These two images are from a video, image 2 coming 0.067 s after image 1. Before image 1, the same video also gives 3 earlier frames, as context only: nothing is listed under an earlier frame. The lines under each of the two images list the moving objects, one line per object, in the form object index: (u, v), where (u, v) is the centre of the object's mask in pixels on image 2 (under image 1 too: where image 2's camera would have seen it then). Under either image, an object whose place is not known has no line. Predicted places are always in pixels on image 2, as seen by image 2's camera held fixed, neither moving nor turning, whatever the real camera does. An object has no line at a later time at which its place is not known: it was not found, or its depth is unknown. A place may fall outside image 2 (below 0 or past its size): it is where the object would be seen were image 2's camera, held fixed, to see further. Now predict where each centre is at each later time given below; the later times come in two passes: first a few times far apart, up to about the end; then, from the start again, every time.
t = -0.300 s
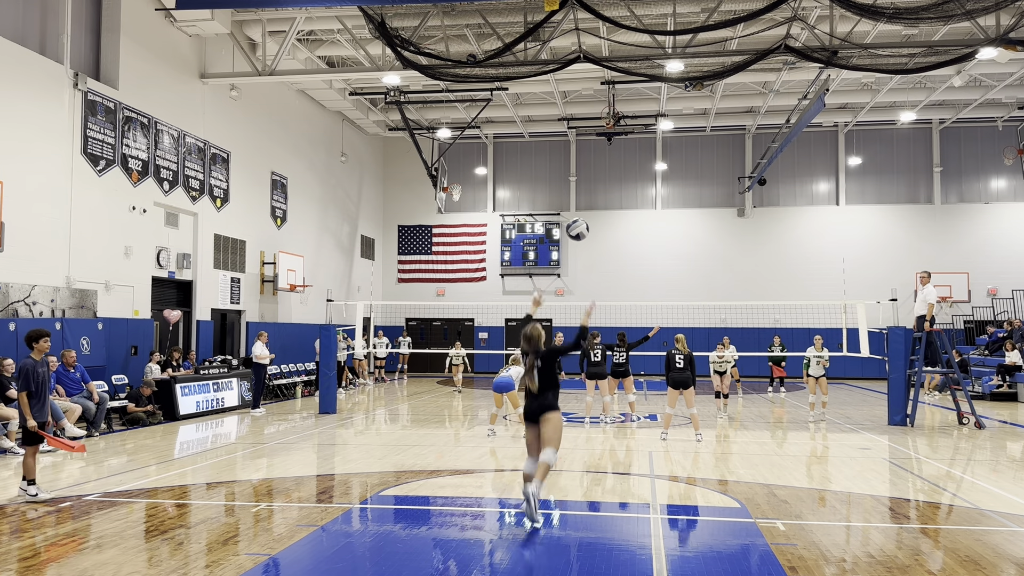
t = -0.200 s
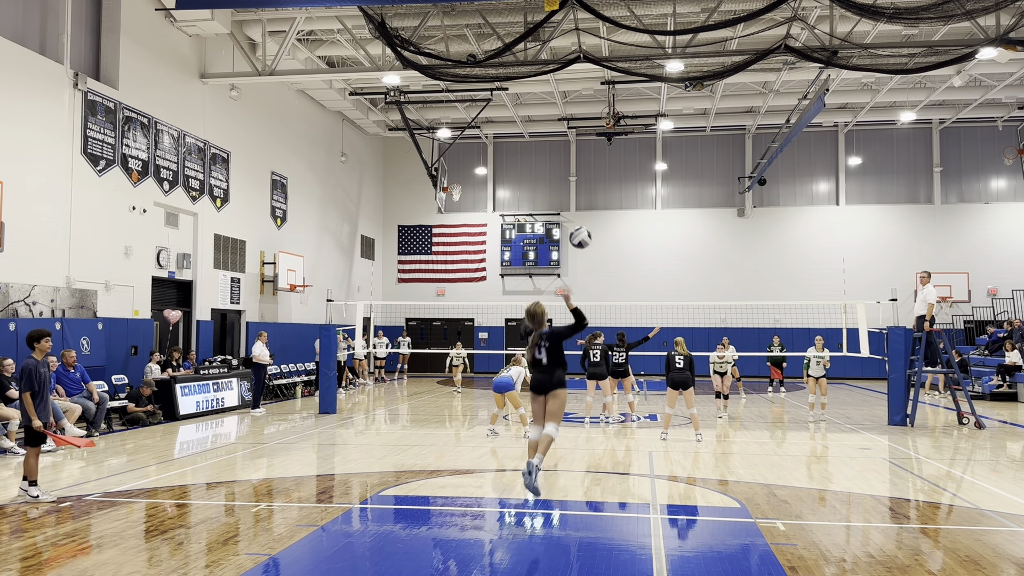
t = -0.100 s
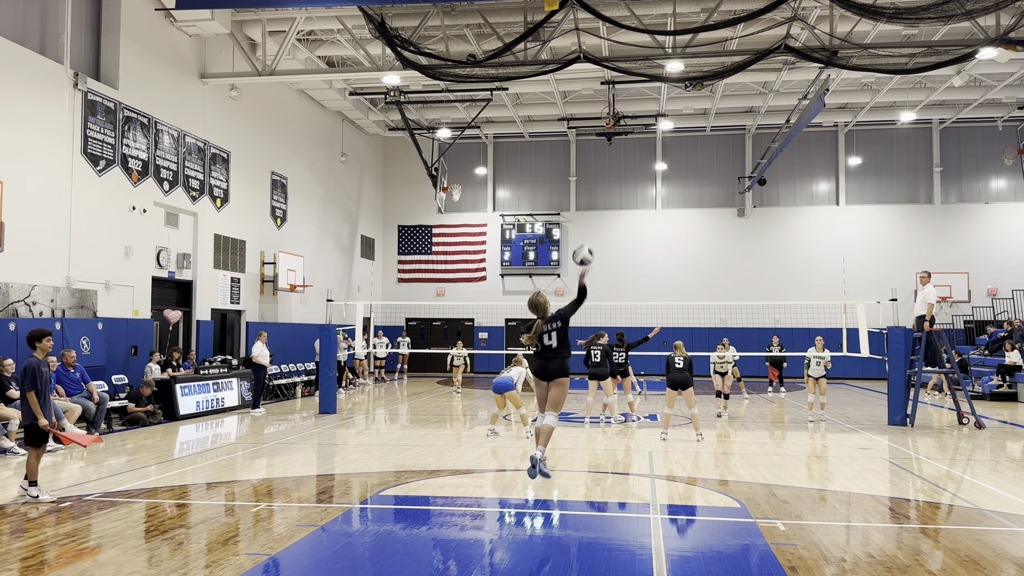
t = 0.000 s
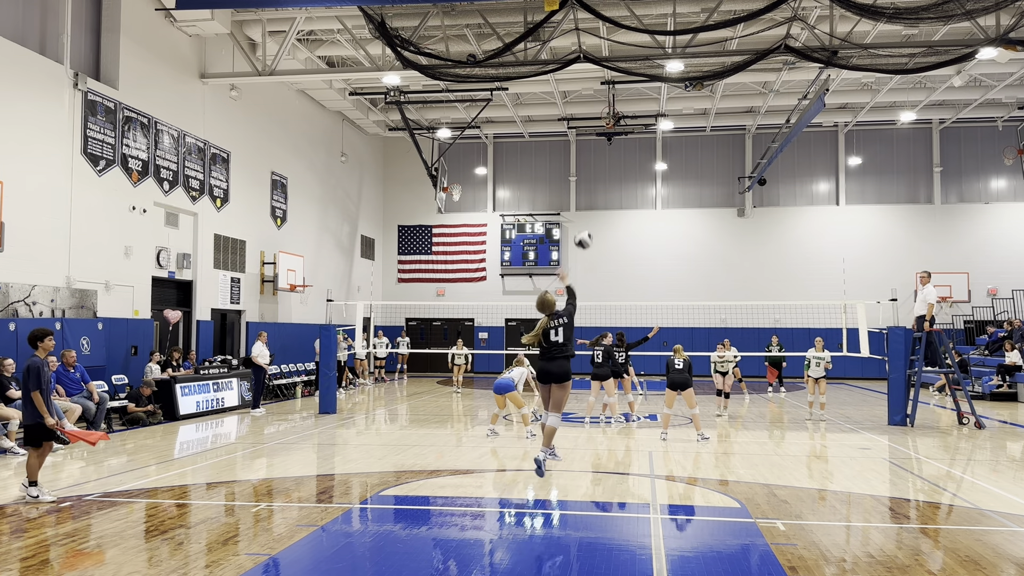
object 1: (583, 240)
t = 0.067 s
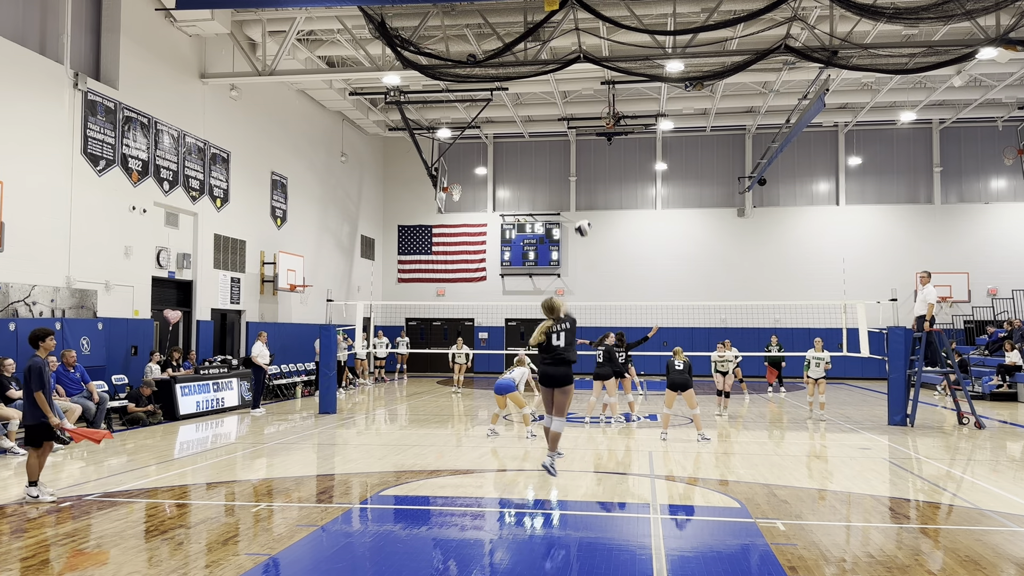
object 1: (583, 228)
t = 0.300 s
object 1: (586, 220)
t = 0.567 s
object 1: (594, 249)
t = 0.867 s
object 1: (598, 308)
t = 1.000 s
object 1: (599, 339)
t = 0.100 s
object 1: (583, 224)
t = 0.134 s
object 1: (583, 221)
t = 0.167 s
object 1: (584, 219)
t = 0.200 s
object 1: (584, 218)
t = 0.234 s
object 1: (585, 218)
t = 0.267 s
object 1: (585, 219)
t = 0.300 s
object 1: (586, 220)
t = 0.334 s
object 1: (587, 222)
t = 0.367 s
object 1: (588, 224)
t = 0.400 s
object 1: (589, 227)
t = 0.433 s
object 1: (590, 230)
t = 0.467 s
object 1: (591, 234)
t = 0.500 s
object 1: (592, 239)
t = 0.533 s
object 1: (593, 244)
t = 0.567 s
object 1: (594, 249)
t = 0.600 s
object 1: (595, 254)
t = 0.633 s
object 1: (596, 261)
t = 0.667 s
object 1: (596, 266)
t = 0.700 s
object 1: (597, 272)
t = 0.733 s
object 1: (597, 278)
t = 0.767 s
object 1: (597, 286)
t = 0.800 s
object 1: (598, 293)
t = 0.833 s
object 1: (598, 299)
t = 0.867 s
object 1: (598, 308)
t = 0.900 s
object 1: (598, 315)
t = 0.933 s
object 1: (598, 324)
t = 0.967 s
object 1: (600, 331)
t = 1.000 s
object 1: (599, 339)
